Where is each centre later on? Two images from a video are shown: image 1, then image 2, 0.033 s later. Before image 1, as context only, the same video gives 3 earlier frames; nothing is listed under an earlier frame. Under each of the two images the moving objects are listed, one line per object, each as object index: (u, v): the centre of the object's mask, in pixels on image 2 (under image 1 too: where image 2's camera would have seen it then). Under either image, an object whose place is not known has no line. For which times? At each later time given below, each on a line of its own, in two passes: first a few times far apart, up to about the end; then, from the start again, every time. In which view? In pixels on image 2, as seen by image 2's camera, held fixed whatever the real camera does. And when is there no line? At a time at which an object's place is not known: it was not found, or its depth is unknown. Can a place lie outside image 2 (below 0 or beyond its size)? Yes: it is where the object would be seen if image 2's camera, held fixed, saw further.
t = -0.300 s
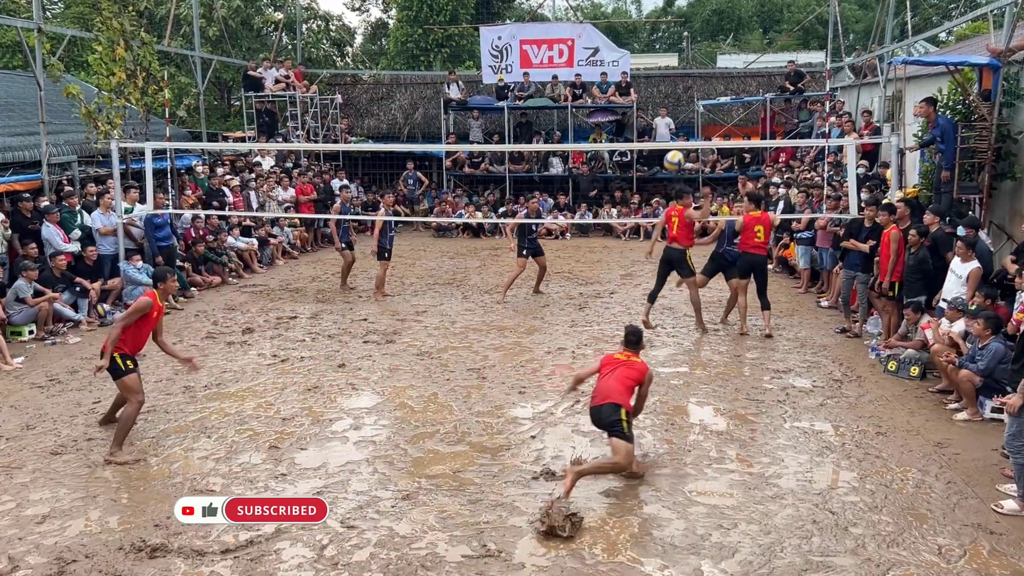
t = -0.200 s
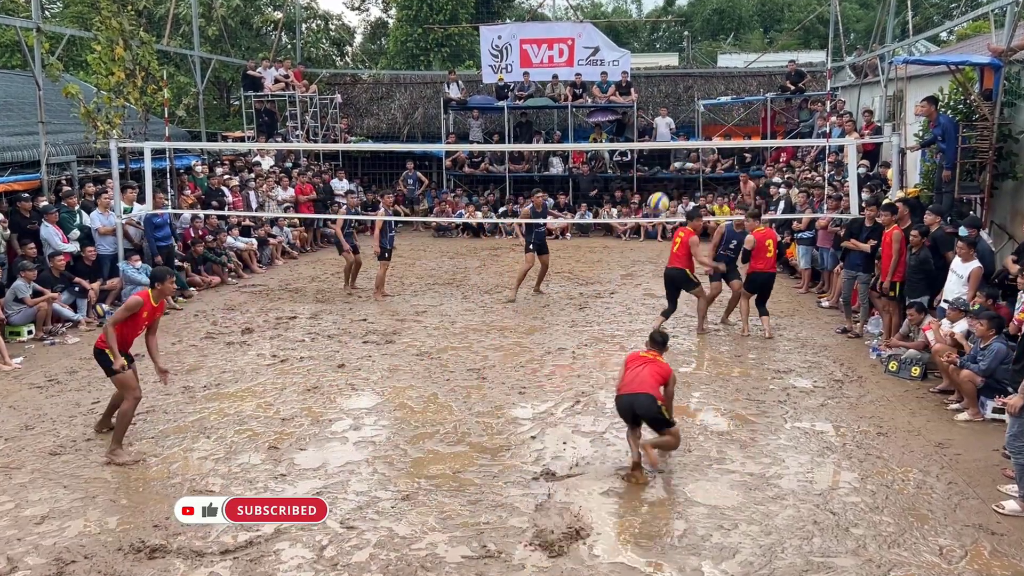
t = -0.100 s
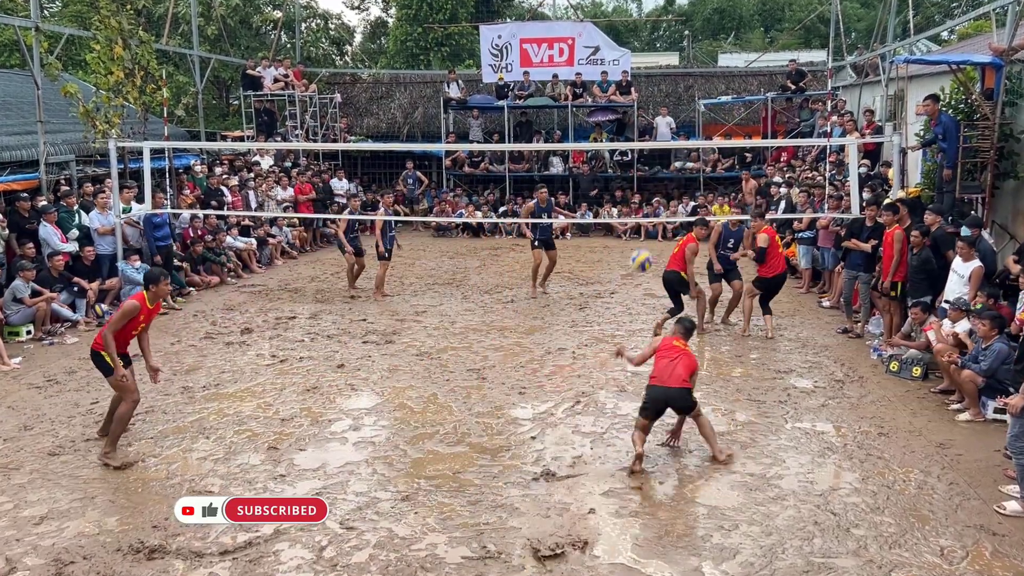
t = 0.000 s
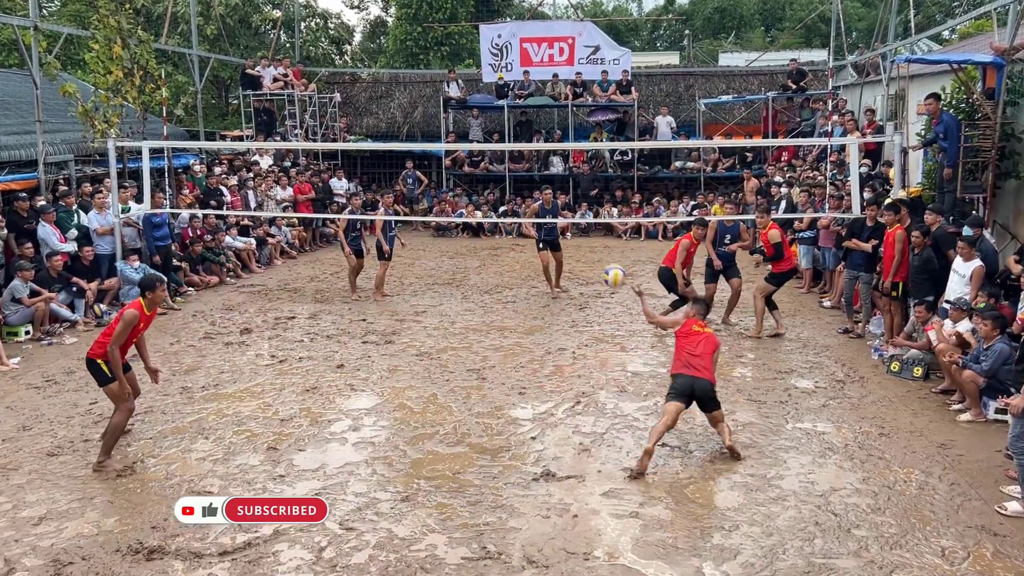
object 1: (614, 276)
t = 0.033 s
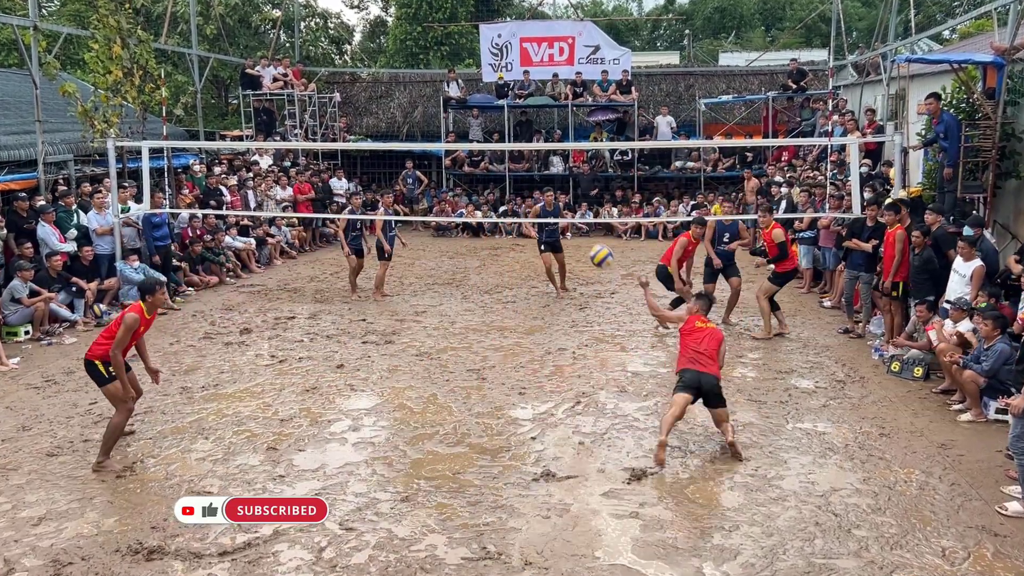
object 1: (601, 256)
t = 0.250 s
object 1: (518, 160)
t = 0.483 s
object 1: (429, 114)
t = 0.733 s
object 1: (338, 134)
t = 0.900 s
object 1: (282, 183)
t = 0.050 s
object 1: (594, 246)
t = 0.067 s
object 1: (588, 237)
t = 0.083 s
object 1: (582, 228)
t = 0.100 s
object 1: (576, 220)
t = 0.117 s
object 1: (569, 213)
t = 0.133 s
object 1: (564, 204)
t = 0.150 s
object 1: (557, 197)
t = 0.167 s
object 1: (551, 190)
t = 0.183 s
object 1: (544, 183)
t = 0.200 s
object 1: (537, 177)
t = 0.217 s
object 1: (531, 172)
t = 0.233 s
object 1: (524, 165)
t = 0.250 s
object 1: (518, 160)
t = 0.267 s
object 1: (511, 155)
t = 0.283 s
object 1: (506, 150)
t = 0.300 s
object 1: (499, 145)
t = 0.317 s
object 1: (493, 140)
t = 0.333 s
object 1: (486, 136)
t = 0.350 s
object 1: (479, 132)
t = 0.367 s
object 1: (473, 130)
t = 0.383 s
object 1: (467, 127)
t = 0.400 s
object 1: (459, 123)
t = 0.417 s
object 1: (455, 120)
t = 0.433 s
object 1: (448, 118)
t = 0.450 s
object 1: (442, 117)
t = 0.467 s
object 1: (436, 115)
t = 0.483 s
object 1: (429, 114)
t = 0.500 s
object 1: (422, 113)
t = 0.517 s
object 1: (416, 113)
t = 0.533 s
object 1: (411, 113)
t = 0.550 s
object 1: (404, 112)
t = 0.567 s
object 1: (398, 112)
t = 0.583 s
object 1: (392, 113)
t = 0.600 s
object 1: (386, 114)
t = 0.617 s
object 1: (380, 116)
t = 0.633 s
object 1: (374, 118)
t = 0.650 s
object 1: (367, 120)
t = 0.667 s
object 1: (361, 122)
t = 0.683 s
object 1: (356, 124)
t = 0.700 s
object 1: (349, 127)
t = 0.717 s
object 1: (344, 129)
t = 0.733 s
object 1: (338, 134)
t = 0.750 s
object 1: (332, 137)
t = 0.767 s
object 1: (326, 142)
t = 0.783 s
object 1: (320, 146)
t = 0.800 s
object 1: (315, 151)
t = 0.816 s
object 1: (310, 155)
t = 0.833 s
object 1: (303, 160)
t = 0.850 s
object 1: (298, 165)
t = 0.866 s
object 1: (293, 170)
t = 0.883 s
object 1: (286, 177)
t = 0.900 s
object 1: (282, 183)
